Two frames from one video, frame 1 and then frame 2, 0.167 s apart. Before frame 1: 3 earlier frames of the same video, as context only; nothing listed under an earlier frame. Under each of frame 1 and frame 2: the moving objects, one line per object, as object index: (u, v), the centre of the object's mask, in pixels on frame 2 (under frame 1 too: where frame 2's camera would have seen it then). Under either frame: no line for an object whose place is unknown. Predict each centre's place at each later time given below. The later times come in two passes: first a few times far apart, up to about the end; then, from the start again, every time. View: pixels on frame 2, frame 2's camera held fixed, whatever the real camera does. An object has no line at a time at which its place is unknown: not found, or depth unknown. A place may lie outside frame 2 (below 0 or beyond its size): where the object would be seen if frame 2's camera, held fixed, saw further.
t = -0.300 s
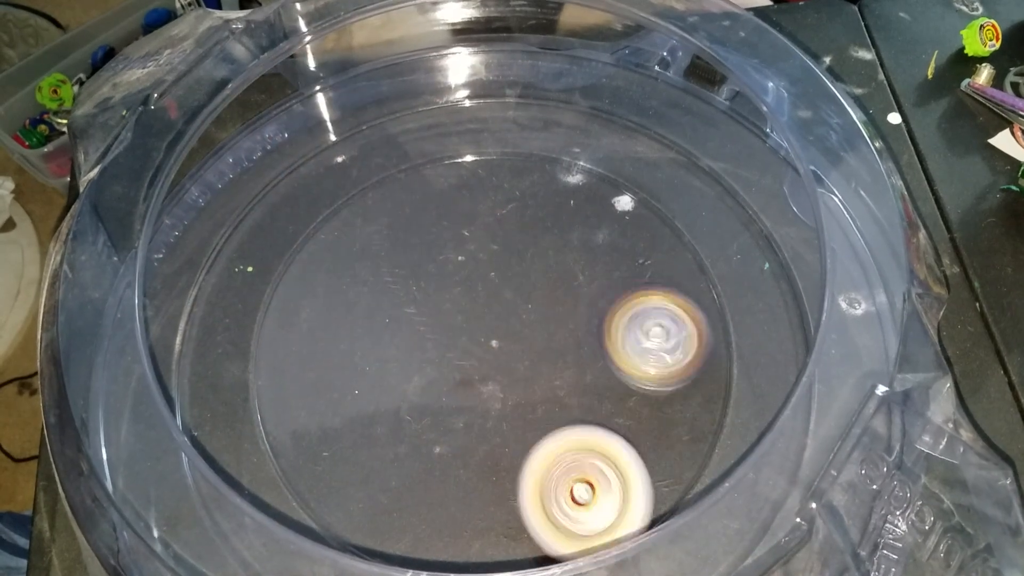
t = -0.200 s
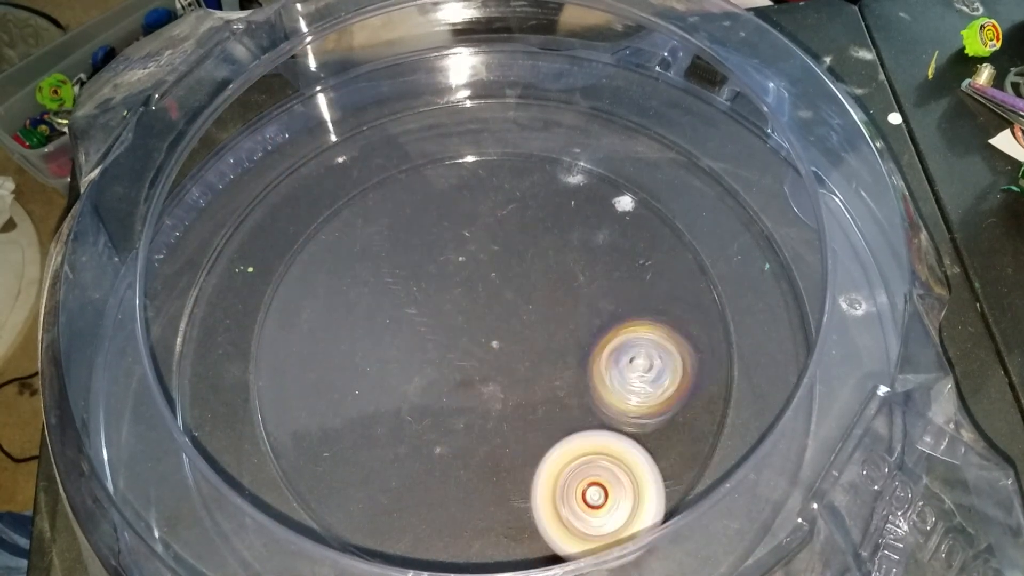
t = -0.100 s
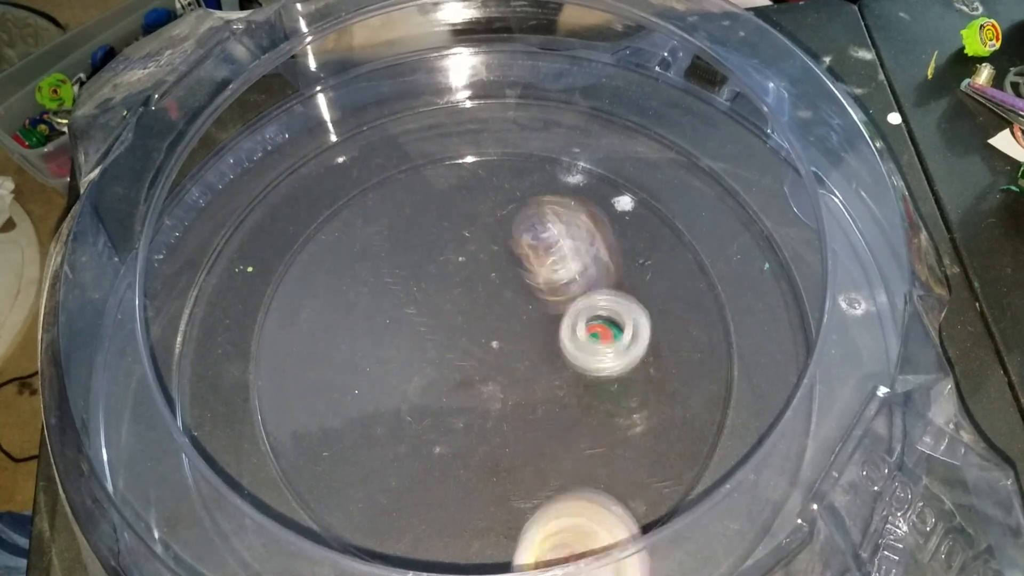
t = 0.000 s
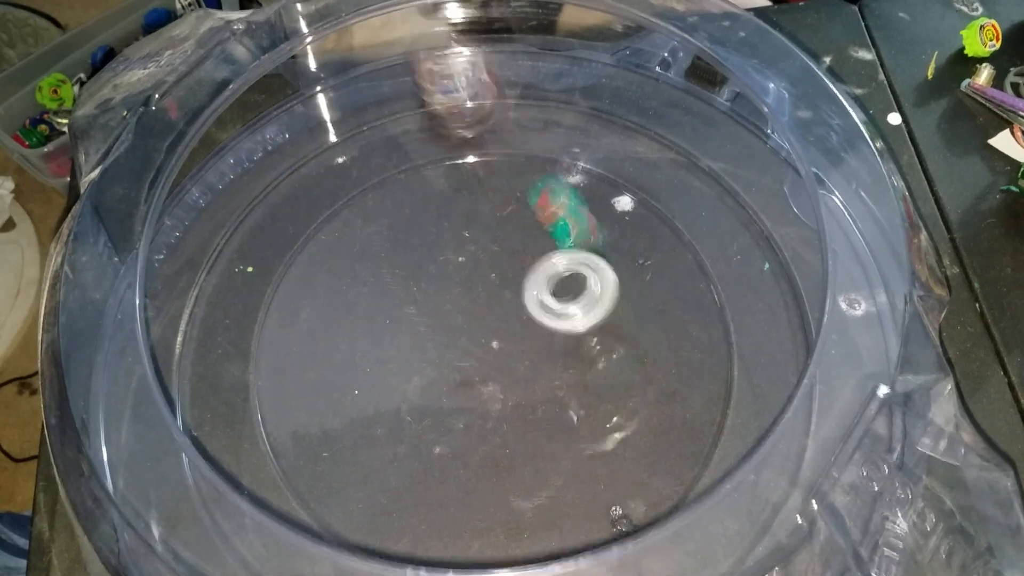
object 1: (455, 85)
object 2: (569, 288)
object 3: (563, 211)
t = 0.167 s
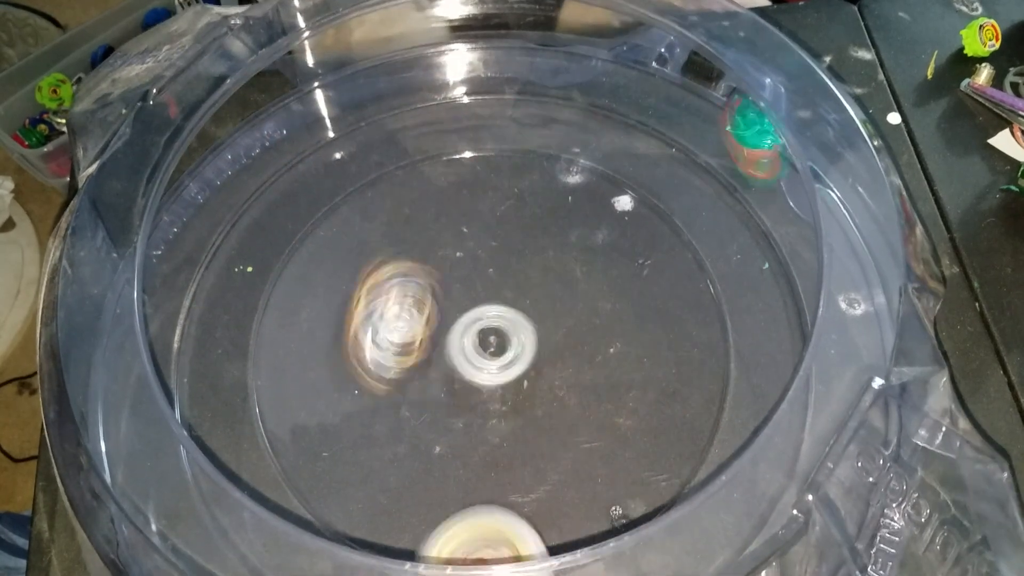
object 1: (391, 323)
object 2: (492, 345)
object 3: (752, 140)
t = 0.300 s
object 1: (289, 523)
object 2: (459, 386)
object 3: (886, 343)
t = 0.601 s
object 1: (287, 386)
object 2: (452, 351)
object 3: (472, 495)
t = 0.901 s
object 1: (378, 315)
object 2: (529, 122)
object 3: (280, 310)
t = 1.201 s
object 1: (433, 333)
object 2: (567, 105)
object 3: (439, 268)
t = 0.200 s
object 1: (375, 393)
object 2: (478, 360)
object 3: (783, 186)
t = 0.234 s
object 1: (357, 462)
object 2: (470, 380)
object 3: (834, 245)
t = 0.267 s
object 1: (326, 511)
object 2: (464, 386)
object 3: (867, 302)
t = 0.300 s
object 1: (289, 523)
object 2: (459, 386)
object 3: (886, 343)
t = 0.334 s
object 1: (255, 535)
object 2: (456, 391)
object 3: (846, 381)
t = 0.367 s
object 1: (219, 551)
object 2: (457, 390)
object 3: (816, 415)
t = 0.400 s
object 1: (199, 545)
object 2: (457, 390)
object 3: (770, 442)
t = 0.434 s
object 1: (205, 531)
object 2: (456, 387)
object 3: (710, 462)
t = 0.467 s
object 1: (220, 512)
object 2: (458, 382)
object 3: (671, 484)
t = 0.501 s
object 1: (228, 475)
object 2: (458, 379)
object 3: (625, 500)
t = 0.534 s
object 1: (248, 443)
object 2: (455, 367)
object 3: (570, 511)
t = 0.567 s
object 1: (261, 416)
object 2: (455, 358)
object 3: (521, 510)
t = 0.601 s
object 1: (287, 386)
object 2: (452, 351)
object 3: (472, 495)
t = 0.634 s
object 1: (317, 358)
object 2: (452, 344)
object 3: (425, 480)
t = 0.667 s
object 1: (346, 336)
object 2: (443, 334)
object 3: (386, 464)
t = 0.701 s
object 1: (346, 324)
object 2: (450, 315)
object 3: (355, 437)
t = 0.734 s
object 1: (340, 320)
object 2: (471, 267)
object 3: (330, 415)
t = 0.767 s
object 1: (341, 314)
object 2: (487, 229)
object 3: (311, 392)
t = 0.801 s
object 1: (343, 310)
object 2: (499, 194)
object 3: (299, 369)
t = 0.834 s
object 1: (352, 309)
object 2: (511, 163)
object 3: (288, 347)
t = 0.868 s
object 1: (363, 310)
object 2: (520, 140)
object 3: (280, 327)
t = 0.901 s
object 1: (378, 315)
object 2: (529, 122)
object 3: (280, 310)
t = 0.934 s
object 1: (396, 321)
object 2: (535, 105)
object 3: (286, 289)
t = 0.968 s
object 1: (412, 331)
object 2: (542, 89)
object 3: (295, 273)
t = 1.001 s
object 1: (423, 334)
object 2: (548, 75)
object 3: (311, 261)
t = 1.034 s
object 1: (428, 333)
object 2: (554, 66)
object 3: (330, 255)
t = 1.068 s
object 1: (432, 332)
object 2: (559, 65)
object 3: (353, 253)
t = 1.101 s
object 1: (433, 332)
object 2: (562, 74)
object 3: (374, 251)
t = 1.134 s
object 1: (433, 333)
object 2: (564, 83)
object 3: (398, 256)
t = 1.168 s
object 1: (433, 332)
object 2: (566, 94)
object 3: (420, 262)
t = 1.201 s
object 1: (433, 333)
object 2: (567, 105)
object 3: (439, 268)
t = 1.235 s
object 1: (432, 333)
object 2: (566, 121)
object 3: (450, 269)
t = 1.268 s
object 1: (432, 331)
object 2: (563, 140)
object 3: (461, 268)
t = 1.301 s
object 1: (431, 330)
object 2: (560, 160)
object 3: (470, 271)
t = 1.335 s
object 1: (432, 330)
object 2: (556, 182)
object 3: (476, 272)
